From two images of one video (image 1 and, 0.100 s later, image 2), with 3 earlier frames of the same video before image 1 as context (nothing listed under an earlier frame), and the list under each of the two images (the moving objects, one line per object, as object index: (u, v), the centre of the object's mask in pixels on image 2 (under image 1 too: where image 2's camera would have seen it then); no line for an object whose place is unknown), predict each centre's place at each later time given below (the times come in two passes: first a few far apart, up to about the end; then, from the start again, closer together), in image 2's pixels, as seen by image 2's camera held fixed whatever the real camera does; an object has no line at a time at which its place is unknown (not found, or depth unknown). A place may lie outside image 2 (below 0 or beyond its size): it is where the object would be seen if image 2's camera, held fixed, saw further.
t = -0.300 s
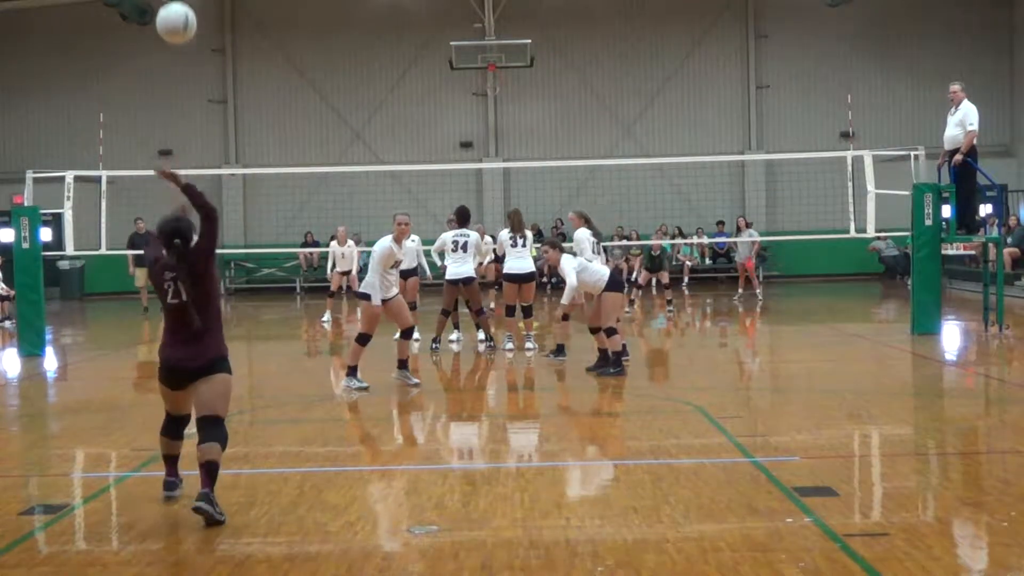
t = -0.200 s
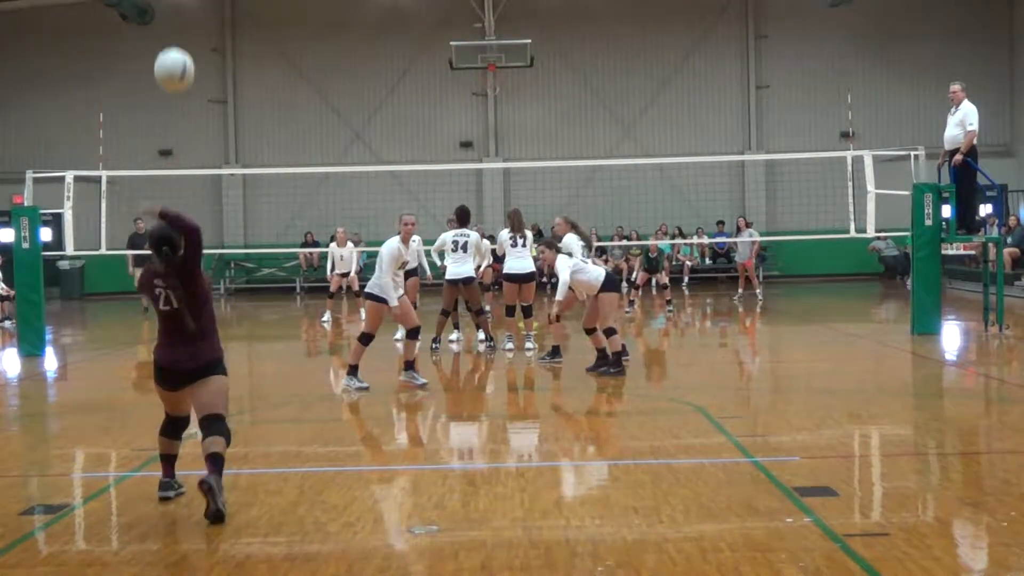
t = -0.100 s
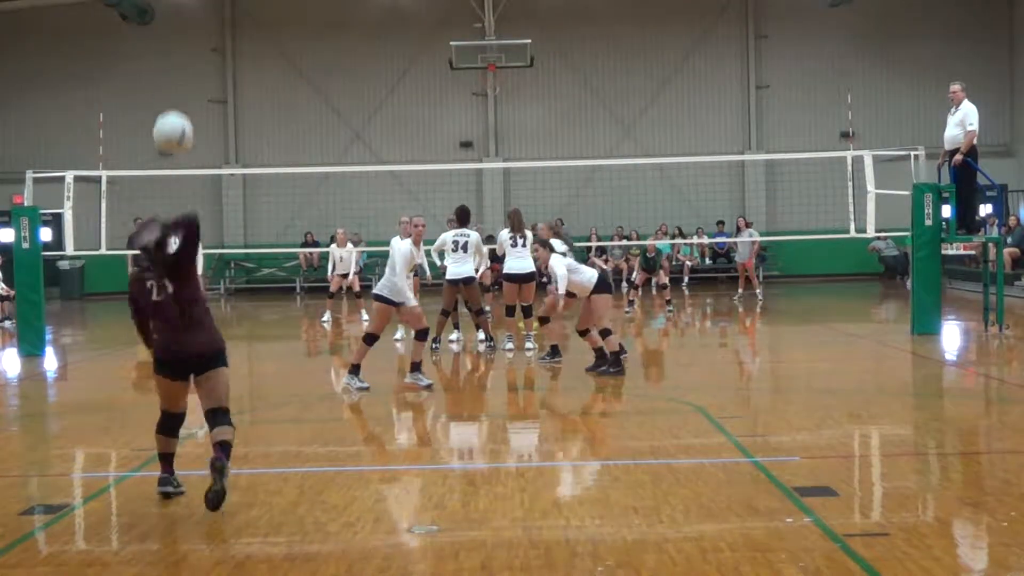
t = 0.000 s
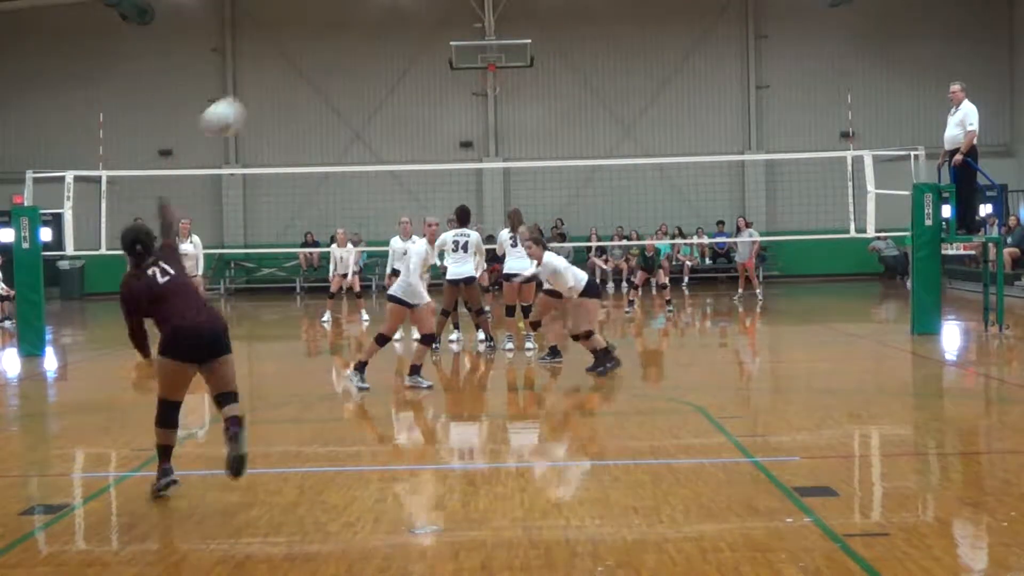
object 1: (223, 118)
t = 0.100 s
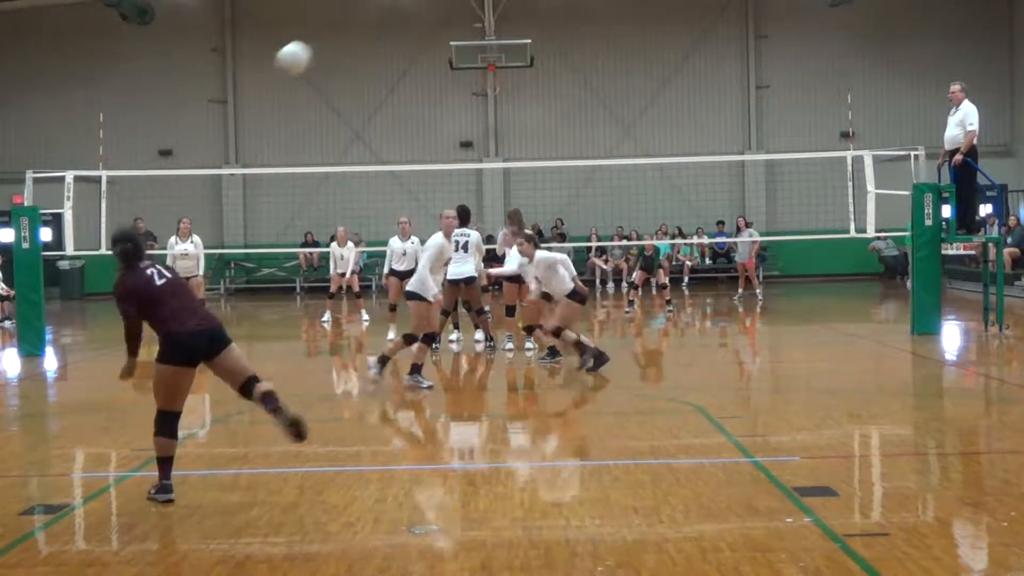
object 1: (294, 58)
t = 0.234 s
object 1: (364, 14)
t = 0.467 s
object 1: (453, 8)
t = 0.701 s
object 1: (513, 42)
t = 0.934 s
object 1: (556, 101)
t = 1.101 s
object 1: (583, 154)
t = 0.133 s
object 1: (313, 43)
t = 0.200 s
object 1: (348, 22)
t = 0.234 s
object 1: (364, 14)
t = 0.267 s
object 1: (379, 10)
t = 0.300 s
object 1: (393, 8)
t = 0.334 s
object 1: (407, 7)
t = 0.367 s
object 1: (419, 6)
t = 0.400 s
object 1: (431, 6)
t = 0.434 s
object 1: (442, 7)
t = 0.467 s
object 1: (453, 8)
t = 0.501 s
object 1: (462, 10)
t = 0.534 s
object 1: (472, 13)
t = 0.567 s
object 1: (480, 18)
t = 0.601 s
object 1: (489, 23)
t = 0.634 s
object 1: (497, 28)
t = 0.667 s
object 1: (505, 34)
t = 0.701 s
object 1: (513, 42)
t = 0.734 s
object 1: (520, 49)
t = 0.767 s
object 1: (526, 57)
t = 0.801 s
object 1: (532, 65)
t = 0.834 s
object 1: (539, 74)
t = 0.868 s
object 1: (544, 82)
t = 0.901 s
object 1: (550, 92)
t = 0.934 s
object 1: (556, 101)
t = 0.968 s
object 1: (562, 111)
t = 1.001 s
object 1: (567, 121)
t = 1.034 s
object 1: (573, 131)
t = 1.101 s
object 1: (583, 154)
